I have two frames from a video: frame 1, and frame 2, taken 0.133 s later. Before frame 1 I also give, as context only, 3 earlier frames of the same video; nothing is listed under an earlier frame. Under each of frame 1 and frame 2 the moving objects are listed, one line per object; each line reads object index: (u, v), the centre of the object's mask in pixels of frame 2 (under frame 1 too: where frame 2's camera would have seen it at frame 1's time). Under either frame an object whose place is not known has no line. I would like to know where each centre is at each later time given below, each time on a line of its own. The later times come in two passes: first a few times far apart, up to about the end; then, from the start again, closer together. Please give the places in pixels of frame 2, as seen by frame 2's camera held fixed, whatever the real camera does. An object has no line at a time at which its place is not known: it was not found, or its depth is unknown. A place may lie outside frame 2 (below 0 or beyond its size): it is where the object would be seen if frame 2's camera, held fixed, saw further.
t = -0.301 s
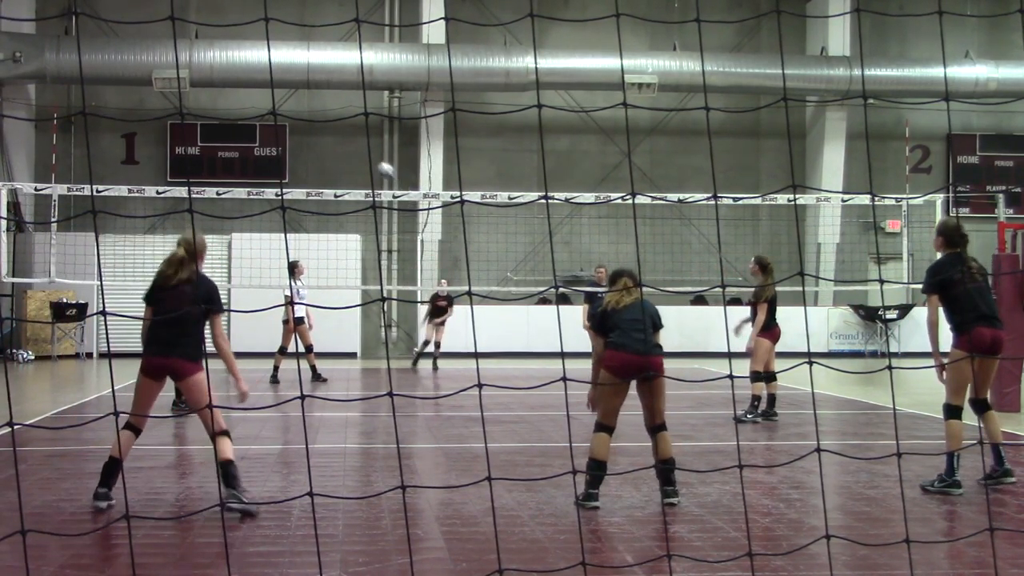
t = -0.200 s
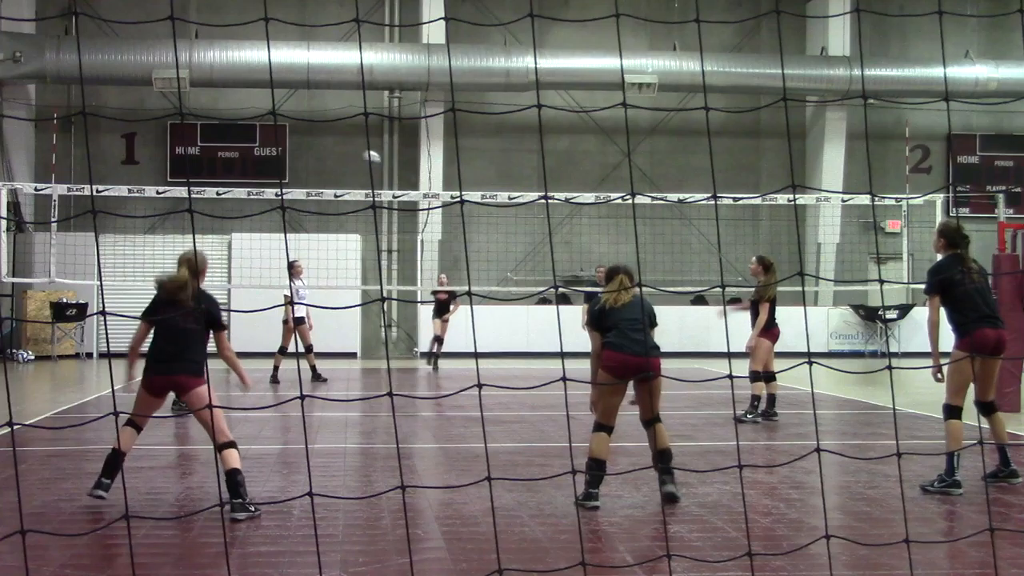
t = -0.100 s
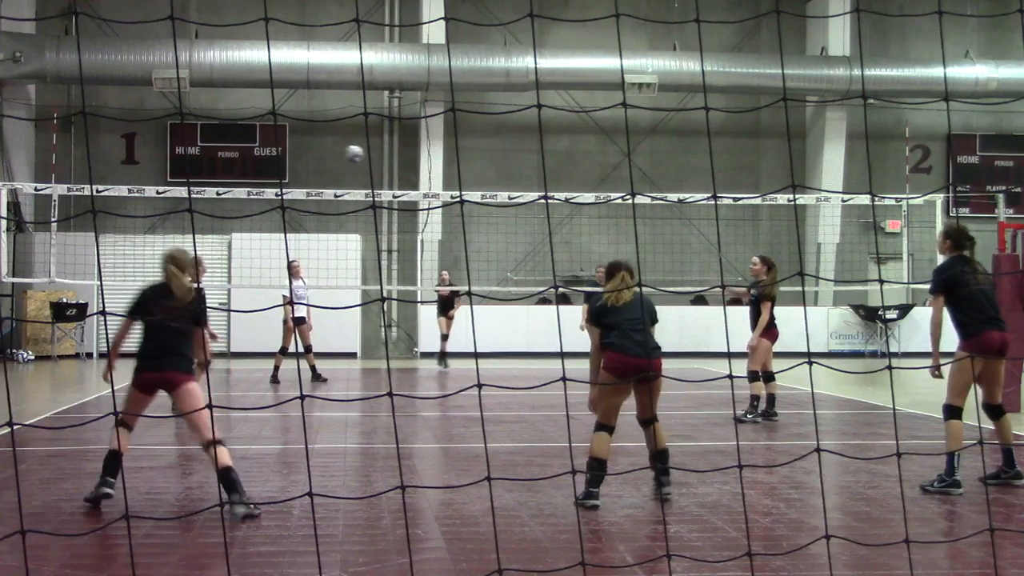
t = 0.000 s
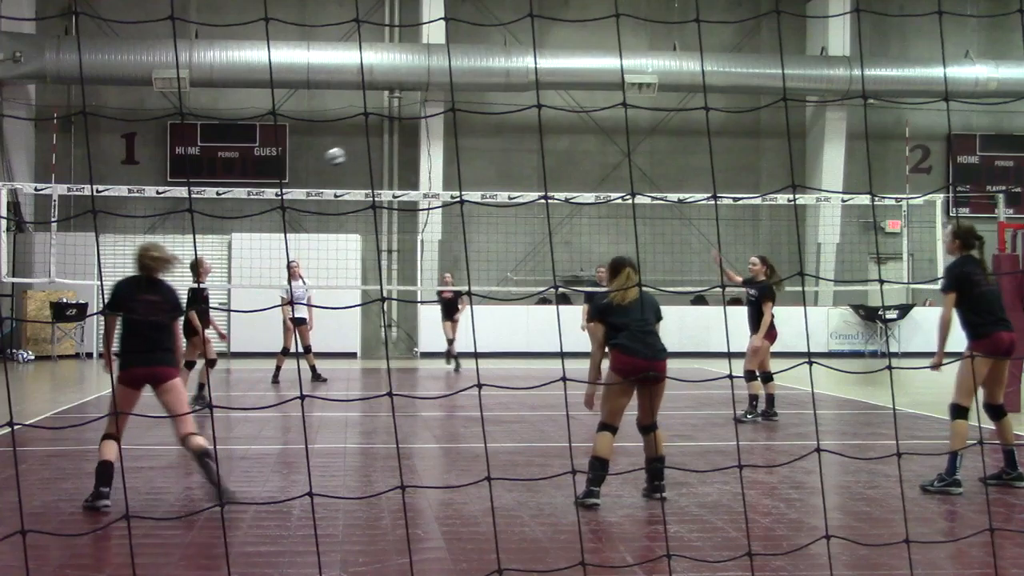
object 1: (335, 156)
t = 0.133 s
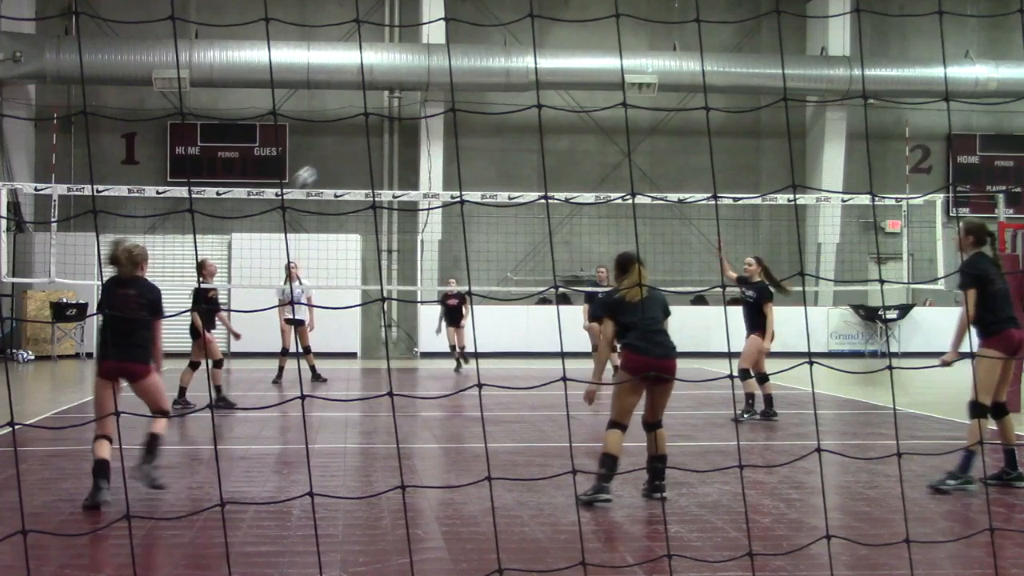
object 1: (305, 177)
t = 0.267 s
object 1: (276, 191)
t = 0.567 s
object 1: (190, 306)
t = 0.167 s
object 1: (298, 182)
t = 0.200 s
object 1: (291, 185)
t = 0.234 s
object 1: (283, 187)
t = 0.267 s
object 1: (276, 191)
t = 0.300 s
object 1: (268, 196)
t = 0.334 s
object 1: (262, 203)
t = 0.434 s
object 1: (235, 236)
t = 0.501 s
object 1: (216, 267)
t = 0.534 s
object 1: (205, 286)
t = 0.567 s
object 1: (190, 306)
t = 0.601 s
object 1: (182, 329)
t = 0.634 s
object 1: (170, 353)
